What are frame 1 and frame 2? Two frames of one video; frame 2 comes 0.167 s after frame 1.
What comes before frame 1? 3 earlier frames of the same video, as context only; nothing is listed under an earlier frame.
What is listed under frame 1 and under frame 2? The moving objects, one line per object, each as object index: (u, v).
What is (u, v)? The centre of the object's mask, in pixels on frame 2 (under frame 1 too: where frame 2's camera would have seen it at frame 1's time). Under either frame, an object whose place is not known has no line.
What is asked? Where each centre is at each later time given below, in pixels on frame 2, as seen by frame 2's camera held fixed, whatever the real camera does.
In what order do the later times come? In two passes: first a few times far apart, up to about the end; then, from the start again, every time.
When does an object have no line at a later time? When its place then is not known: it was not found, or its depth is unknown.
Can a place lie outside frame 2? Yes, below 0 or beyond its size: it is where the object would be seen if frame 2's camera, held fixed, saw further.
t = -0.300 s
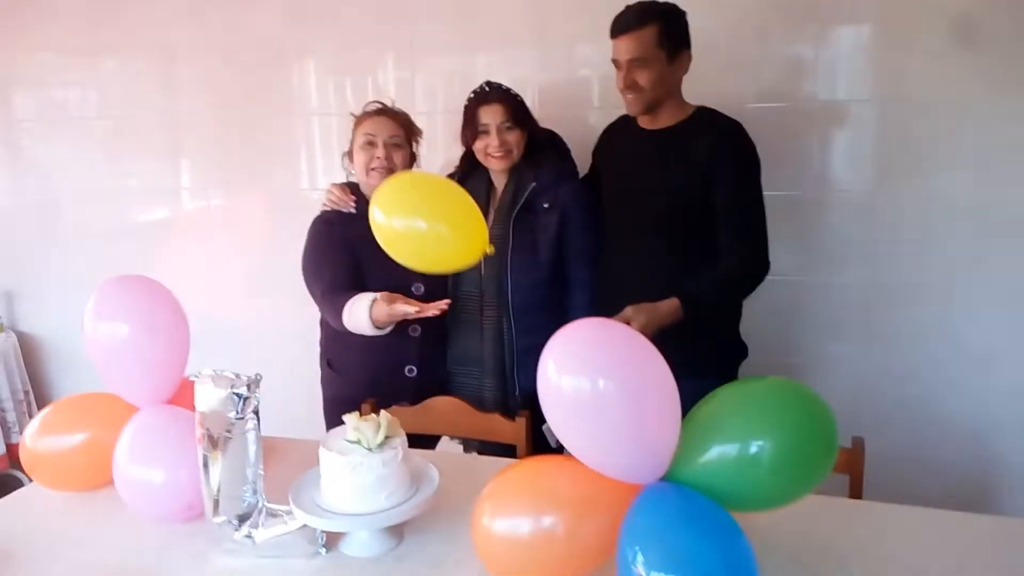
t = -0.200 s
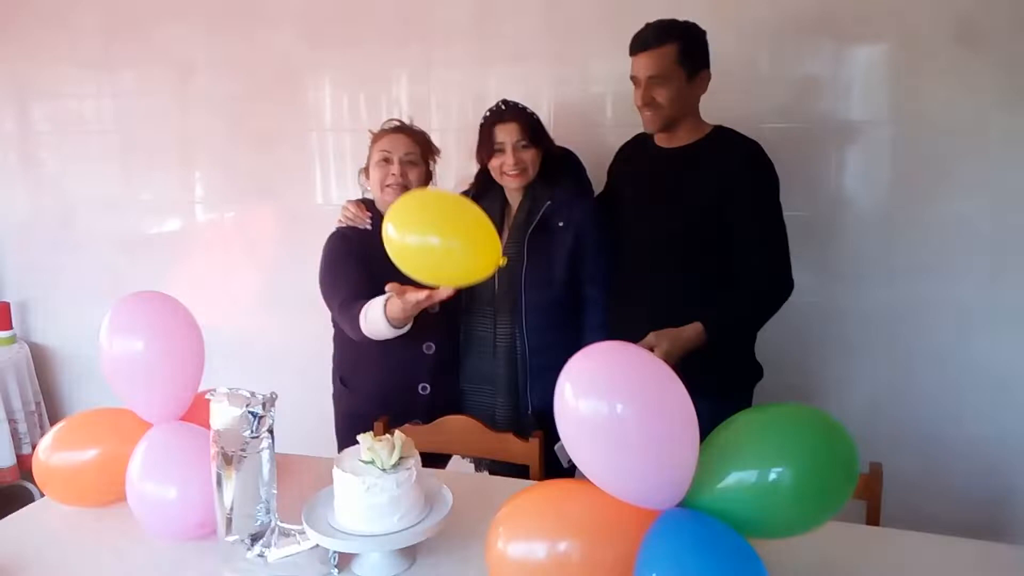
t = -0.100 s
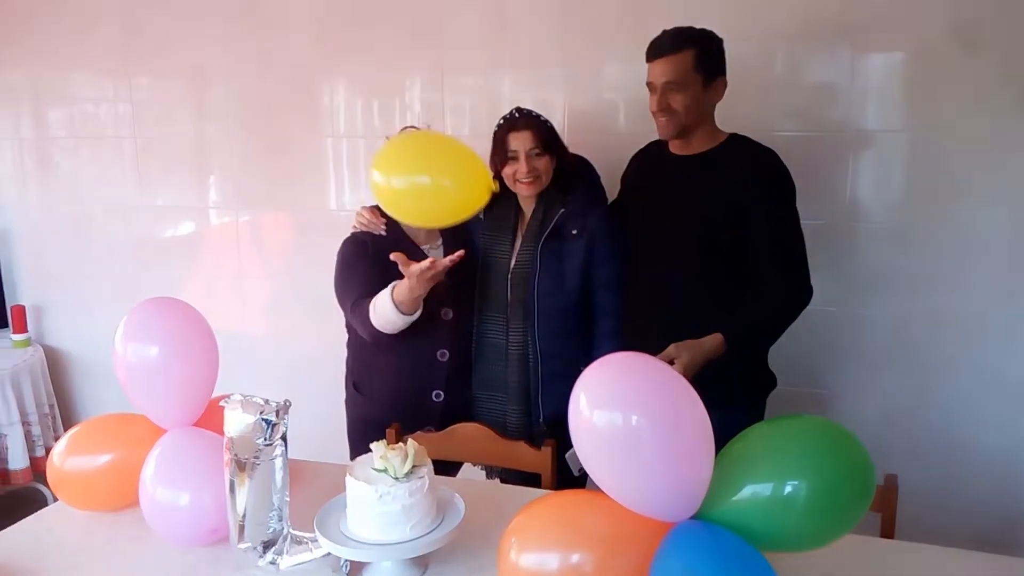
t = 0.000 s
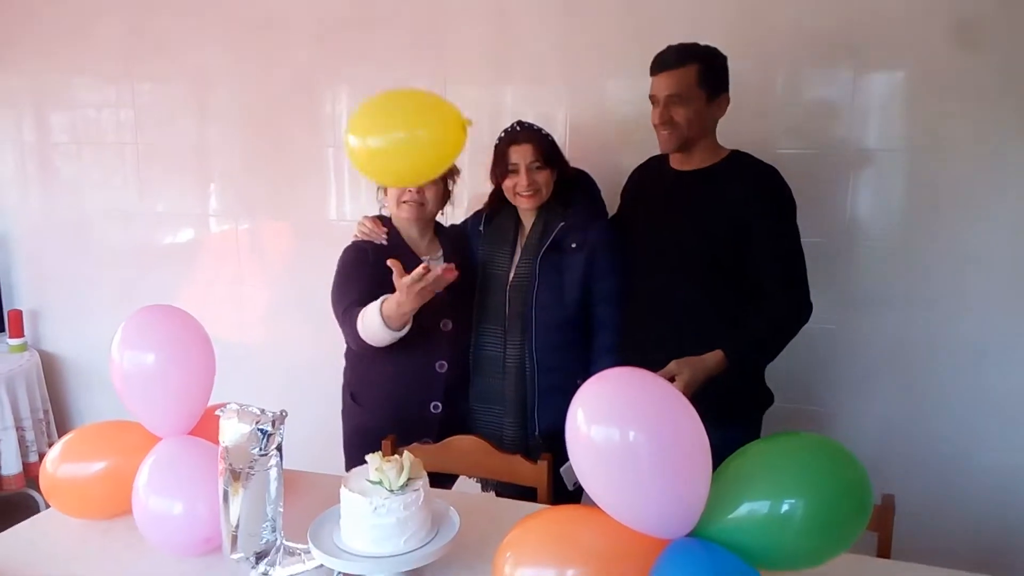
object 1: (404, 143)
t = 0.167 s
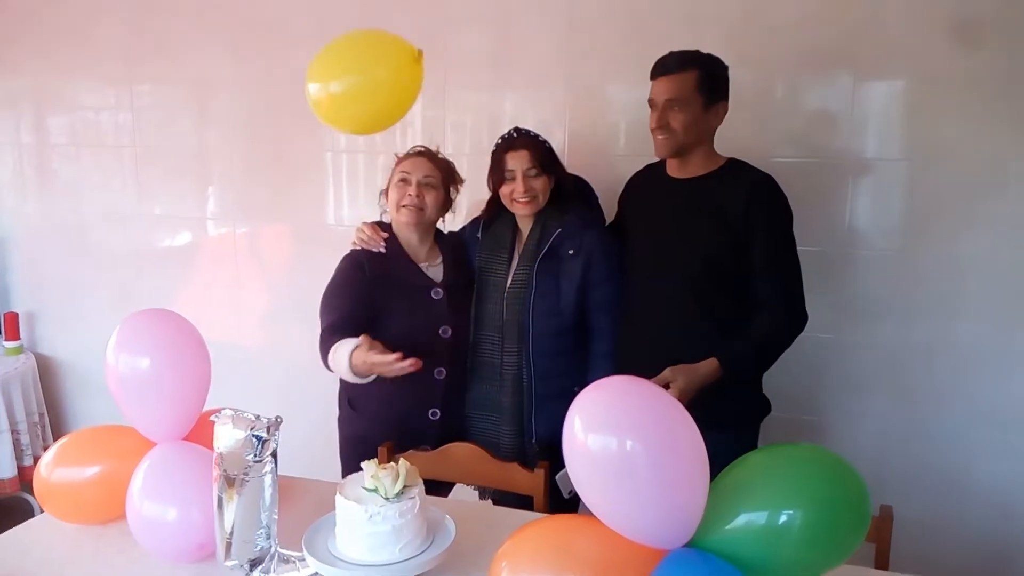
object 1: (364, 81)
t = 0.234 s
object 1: (350, 67)
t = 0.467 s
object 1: (306, 50)
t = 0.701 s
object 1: (280, 83)
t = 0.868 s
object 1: (268, 135)
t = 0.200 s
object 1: (357, 74)
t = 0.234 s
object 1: (350, 67)
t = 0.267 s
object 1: (342, 61)
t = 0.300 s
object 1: (335, 57)
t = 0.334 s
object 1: (329, 53)
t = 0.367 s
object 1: (324, 51)
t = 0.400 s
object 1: (318, 49)
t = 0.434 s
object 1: (311, 49)
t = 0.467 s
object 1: (306, 50)
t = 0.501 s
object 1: (302, 51)
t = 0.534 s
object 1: (298, 55)
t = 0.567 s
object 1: (295, 58)
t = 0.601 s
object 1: (289, 62)
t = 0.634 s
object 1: (286, 69)
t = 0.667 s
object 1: (282, 76)
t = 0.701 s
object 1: (280, 83)
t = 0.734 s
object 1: (277, 91)
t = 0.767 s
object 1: (274, 102)
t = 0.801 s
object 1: (272, 111)
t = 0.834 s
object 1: (270, 123)
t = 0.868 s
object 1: (268, 135)
